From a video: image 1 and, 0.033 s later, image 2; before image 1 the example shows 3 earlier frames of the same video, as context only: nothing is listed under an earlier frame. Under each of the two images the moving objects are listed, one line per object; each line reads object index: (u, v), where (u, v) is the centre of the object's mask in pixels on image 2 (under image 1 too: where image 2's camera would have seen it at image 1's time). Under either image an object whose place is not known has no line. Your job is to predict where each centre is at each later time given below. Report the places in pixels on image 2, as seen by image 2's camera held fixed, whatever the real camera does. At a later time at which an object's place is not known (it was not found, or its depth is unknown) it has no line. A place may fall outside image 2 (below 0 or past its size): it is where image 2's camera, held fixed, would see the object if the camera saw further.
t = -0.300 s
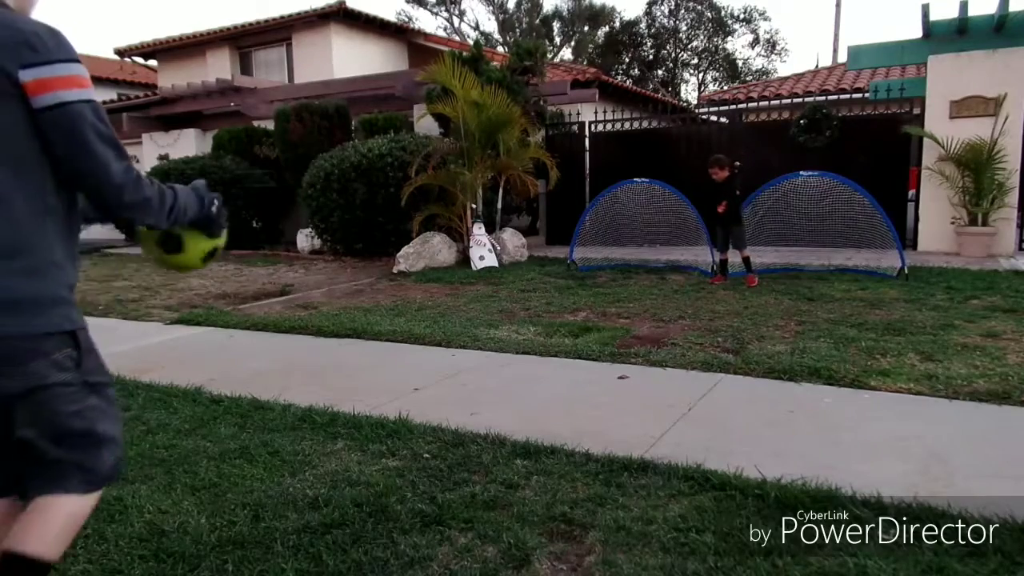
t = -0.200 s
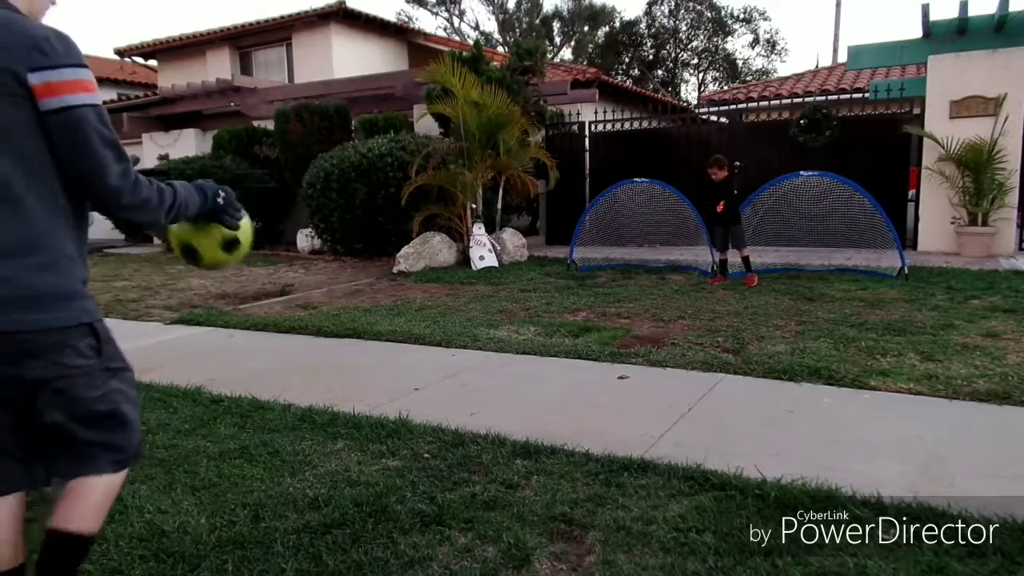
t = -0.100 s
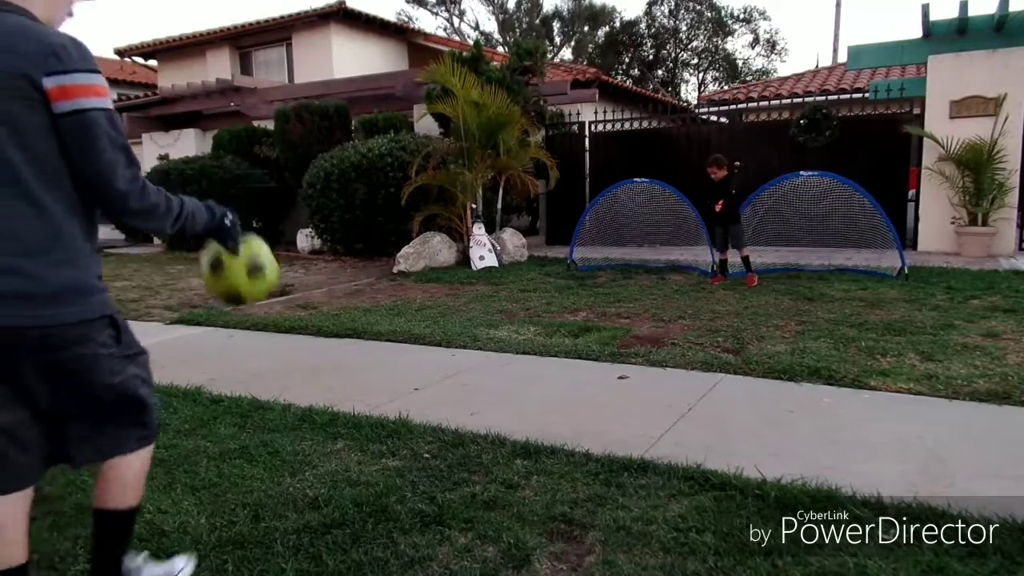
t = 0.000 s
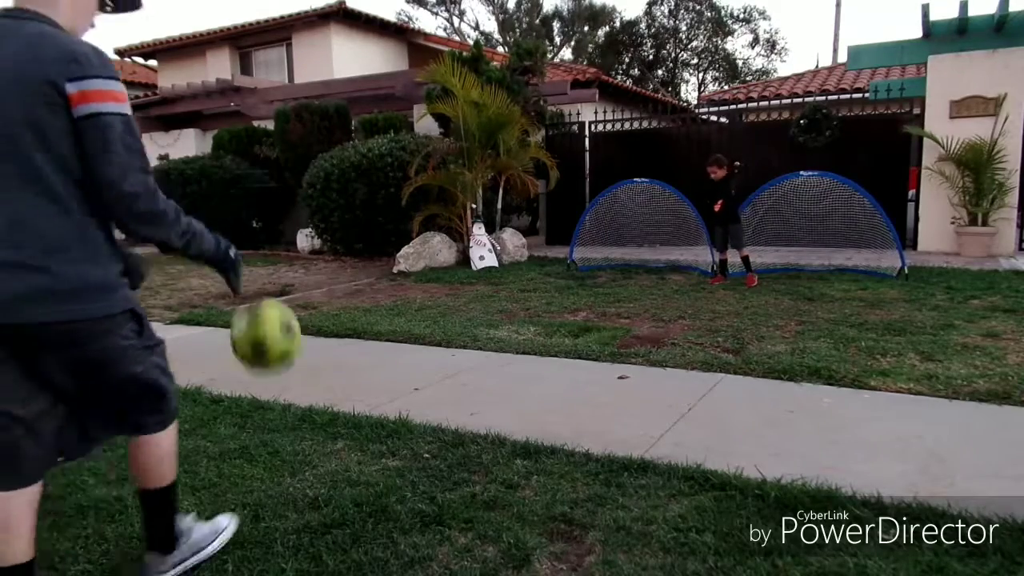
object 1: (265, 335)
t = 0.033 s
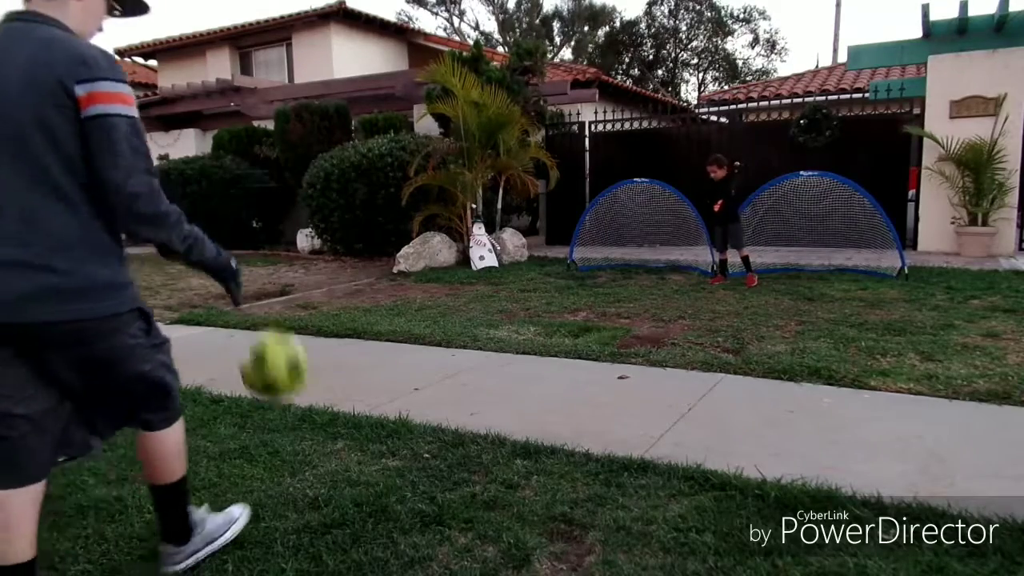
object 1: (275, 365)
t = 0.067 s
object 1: (285, 399)
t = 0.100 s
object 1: (292, 430)
